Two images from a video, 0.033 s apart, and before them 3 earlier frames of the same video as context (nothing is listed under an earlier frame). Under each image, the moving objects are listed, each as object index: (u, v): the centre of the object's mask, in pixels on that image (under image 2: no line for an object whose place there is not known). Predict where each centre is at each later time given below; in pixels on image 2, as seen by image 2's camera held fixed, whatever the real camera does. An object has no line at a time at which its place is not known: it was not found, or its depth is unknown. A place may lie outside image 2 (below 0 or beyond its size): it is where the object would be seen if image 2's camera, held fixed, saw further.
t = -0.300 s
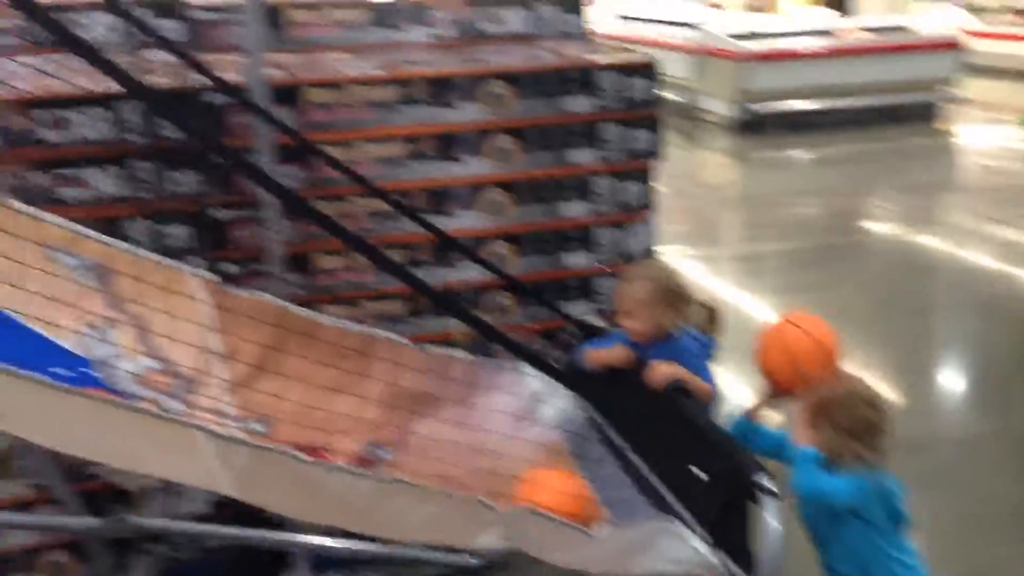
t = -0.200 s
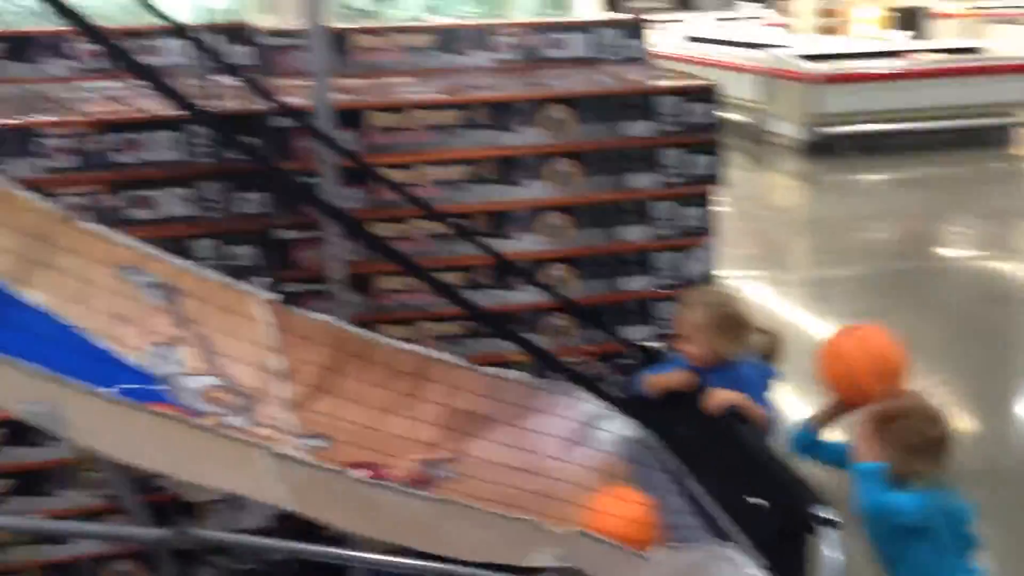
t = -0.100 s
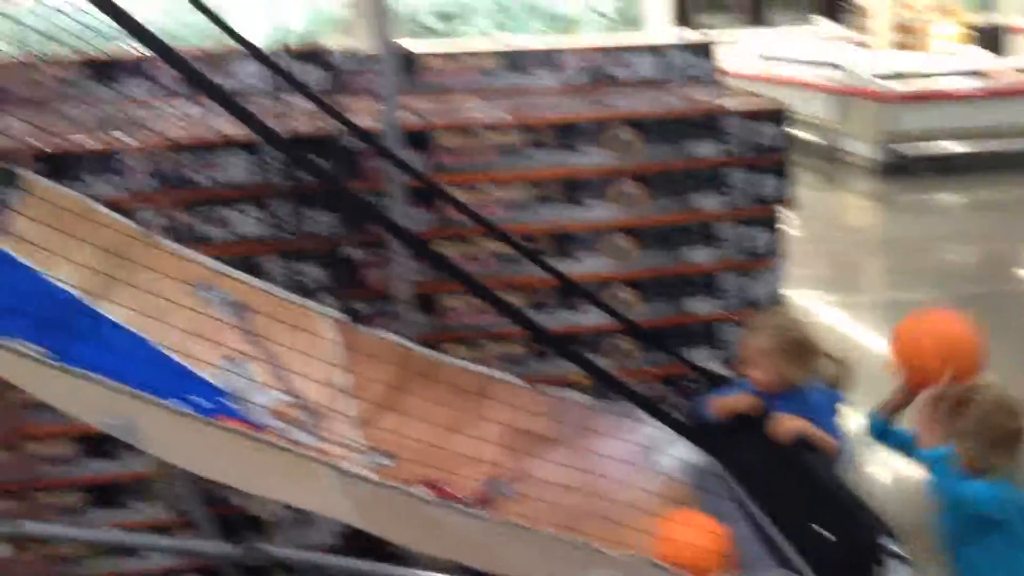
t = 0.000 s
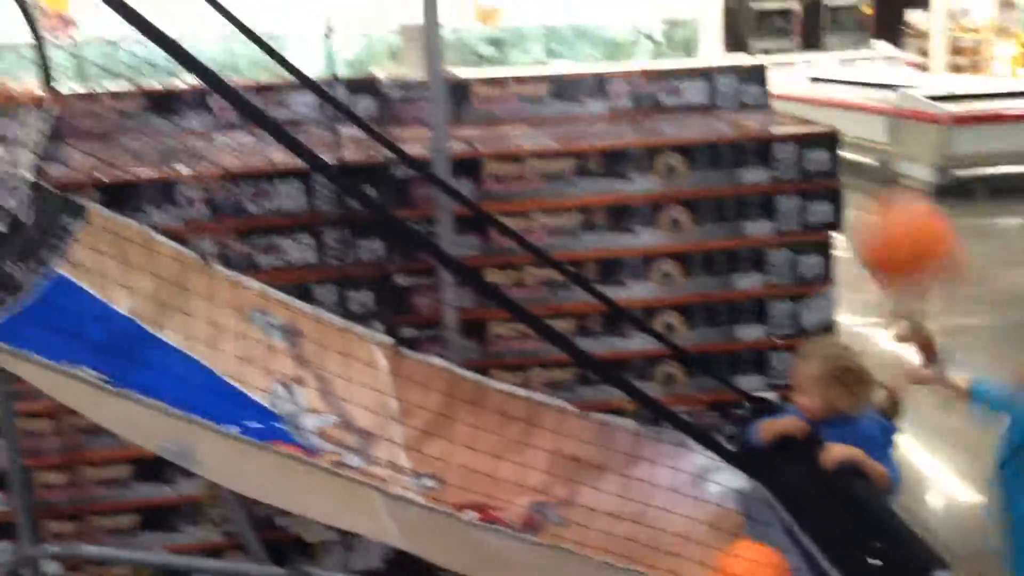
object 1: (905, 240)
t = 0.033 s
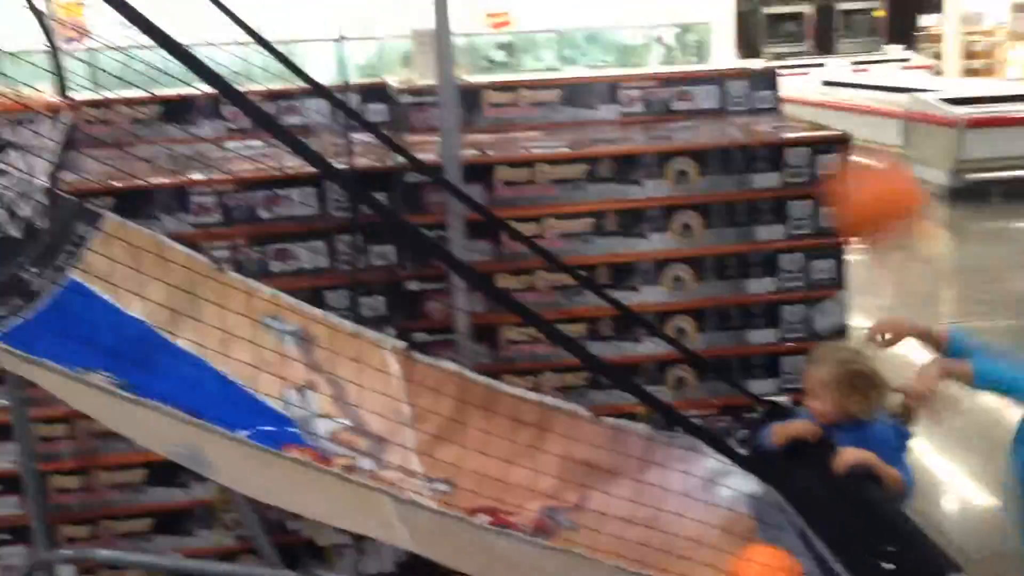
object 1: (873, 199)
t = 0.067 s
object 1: (829, 163)
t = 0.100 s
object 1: (778, 126)
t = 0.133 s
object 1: (737, 92)
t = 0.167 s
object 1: (686, 63)
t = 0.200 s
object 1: (636, 42)
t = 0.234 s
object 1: (588, 26)
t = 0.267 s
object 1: (536, 16)
